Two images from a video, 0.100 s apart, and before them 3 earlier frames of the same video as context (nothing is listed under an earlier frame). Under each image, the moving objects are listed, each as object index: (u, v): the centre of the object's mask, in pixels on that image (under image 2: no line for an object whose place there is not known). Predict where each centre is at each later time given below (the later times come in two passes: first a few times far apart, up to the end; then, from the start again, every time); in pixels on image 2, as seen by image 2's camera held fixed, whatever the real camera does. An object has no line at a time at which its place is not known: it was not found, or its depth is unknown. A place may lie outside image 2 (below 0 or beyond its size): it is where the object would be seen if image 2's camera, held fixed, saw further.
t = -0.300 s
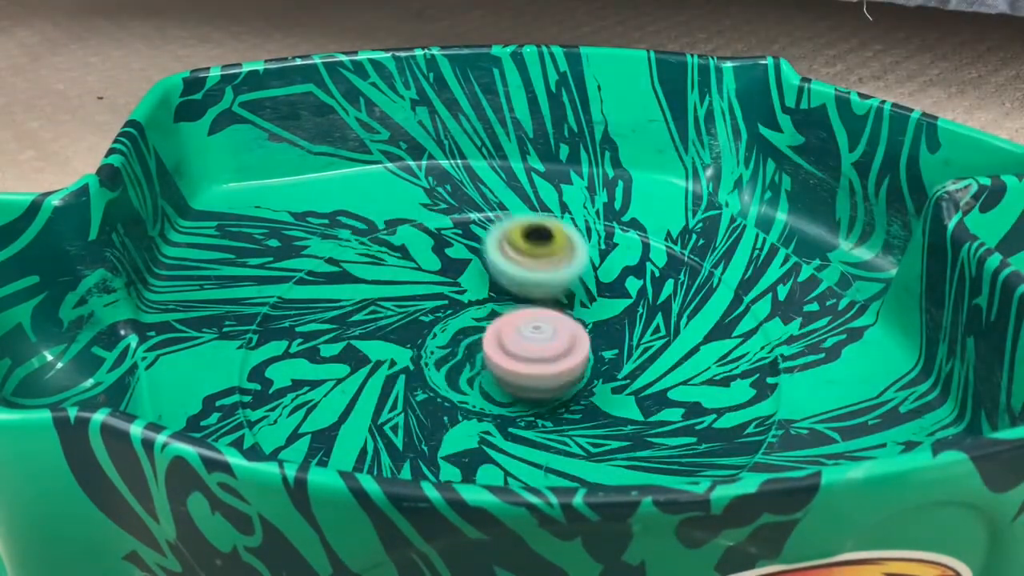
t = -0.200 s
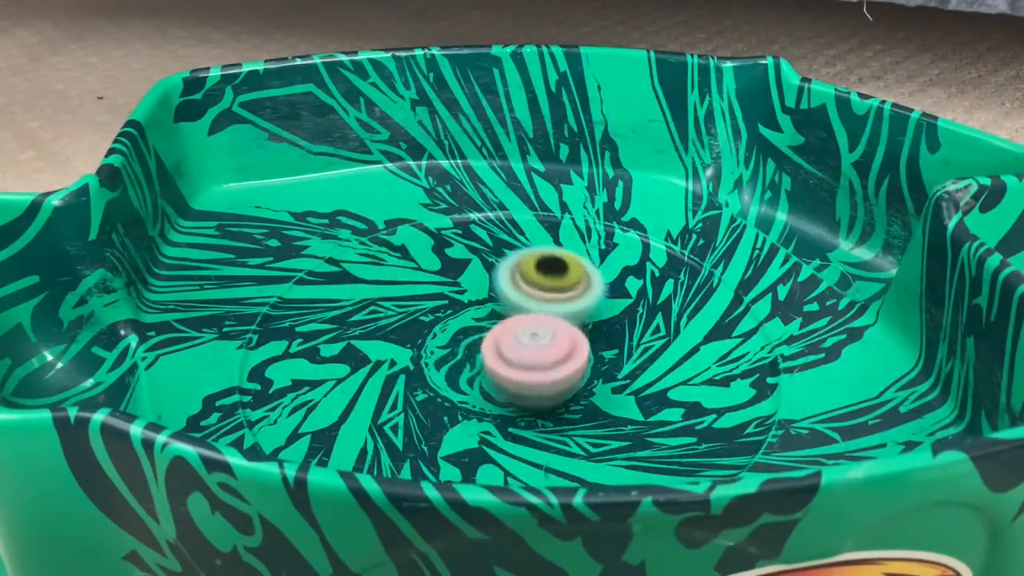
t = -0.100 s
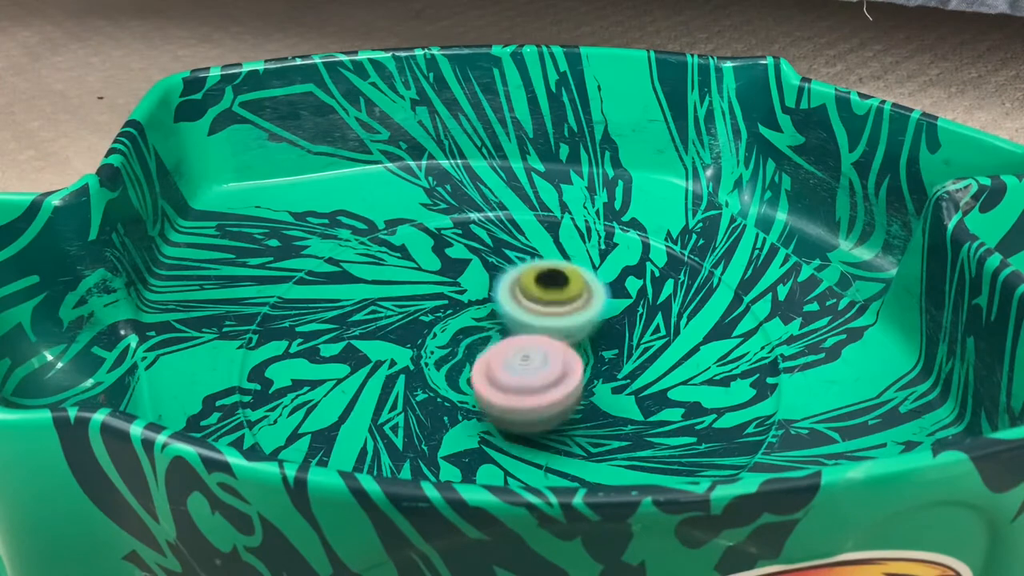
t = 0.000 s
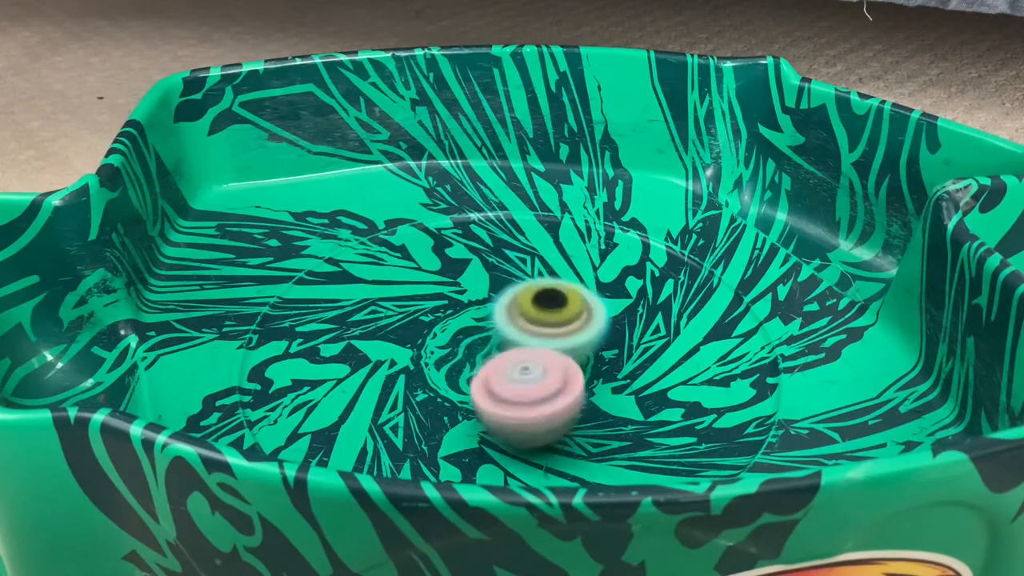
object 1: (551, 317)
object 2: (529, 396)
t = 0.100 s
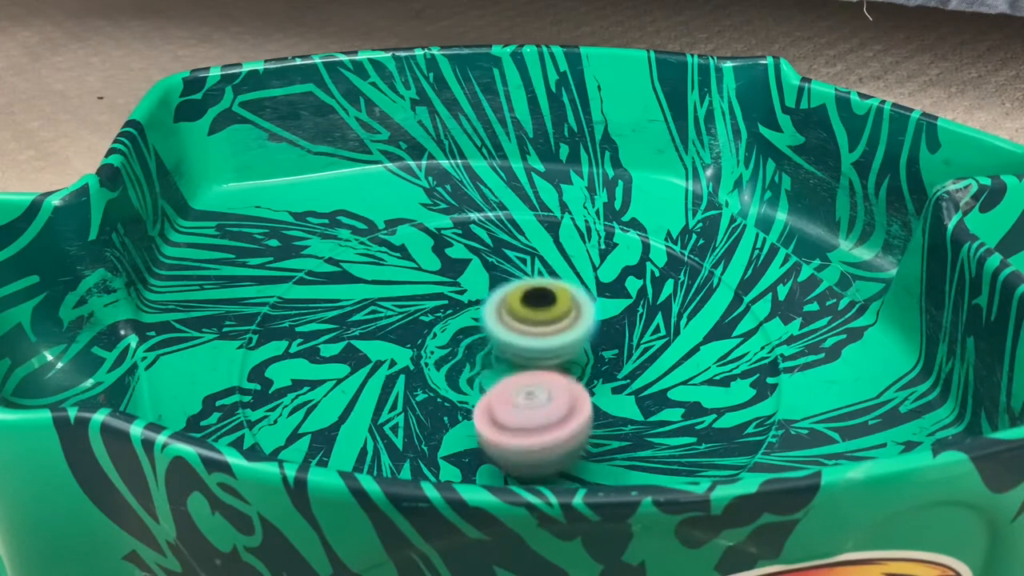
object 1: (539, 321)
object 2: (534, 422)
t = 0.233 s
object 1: (523, 318)
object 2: (544, 426)
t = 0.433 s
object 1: (510, 311)
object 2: (559, 400)
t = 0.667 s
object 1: (500, 290)
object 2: (547, 389)
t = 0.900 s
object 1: (523, 263)
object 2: (522, 386)
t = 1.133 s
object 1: (556, 288)
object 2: (496, 372)
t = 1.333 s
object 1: (619, 255)
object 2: (413, 422)
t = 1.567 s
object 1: (658, 280)
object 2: (459, 386)
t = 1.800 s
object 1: (651, 301)
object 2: (449, 372)
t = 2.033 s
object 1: (697, 309)
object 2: (352, 373)
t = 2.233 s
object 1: (626, 330)
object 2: (399, 362)
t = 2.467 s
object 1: (606, 274)
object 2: (361, 388)
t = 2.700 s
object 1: (709, 216)
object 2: (265, 413)
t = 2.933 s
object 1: (690, 244)
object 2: (432, 382)
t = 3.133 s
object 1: (653, 303)
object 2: (505, 340)
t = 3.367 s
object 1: (751, 367)
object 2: (264, 332)
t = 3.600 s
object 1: (615, 434)
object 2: (321, 337)
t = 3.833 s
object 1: (496, 433)
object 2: (444, 344)
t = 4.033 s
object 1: (418, 427)
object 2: (516, 339)
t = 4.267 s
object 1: (339, 410)
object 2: (535, 326)
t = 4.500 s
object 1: (313, 366)
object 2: (541, 309)
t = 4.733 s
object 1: (353, 324)
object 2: (568, 309)
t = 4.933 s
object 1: (393, 294)
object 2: (586, 328)
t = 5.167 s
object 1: (438, 261)
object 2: (572, 358)
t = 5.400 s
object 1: (481, 235)
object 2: (505, 366)
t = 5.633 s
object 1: (539, 232)
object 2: (461, 337)
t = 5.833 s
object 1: (577, 260)
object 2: (489, 308)
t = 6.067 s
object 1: (745, 247)
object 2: (383, 399)
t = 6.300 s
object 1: (806, 272)
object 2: (377, 417)
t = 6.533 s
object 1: (709, 334)
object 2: (451, 383)
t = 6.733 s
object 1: (612, 374)
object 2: (392, 340)
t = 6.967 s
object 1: (611, 380)
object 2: (272, 285)
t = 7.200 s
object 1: (595, 359)
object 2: (381, 305)
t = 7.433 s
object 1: (616, 344)
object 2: (426, 322)
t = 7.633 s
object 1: (686, 331)
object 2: (385, 305)
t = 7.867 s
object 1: (651, 324)
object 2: (444, 319)
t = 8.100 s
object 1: (597, 311)
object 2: (376, 338)
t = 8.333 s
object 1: (583, 313)
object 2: (346, 333)
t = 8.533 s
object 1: (575, 327)
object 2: (410, 336)
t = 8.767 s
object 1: (583, 350)
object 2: (458, 343)
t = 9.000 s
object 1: (629, 353)
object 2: (461, 346)
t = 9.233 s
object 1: (676, 328)
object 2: (476, 340)
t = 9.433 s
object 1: (632, 311)
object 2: (502, 342)
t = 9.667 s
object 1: (616, 283)
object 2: (434, 358)
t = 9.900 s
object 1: (620, 278)
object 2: (439, 350)
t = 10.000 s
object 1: (610, 284)
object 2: (452, 348)
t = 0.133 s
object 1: (536, 321)
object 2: (536, 426)
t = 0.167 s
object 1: (531, 320)
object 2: (539, 428)
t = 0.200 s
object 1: (527, 319)
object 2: (541, 428)
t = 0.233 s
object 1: (523, 318)
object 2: (544, 426)
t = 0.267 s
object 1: (519, 317)
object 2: (547, 423)
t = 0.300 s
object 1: (515, 316)
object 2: (550, 419)
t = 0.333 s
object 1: (512, 315)
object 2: (554, 415)
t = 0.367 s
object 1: (511, 313)
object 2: (556, 410)
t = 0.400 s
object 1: (511, 312)
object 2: (558, 405)
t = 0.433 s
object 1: (510, 311)
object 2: (559, 400)
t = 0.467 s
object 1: (510, 309)
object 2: (558, 395)
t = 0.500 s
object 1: (510, 308)
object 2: (556, 390)
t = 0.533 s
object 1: (510, 307)
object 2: (553, 385)
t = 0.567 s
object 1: (510, 305)
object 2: (549, 380)
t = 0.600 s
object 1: (506, 302)
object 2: (548, 382)
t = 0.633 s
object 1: (503, 297)
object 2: (549, 386)
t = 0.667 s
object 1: (500, 290)
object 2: (547, 389)
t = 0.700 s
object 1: (498, 284)
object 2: (545, 391)
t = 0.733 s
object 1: (499, 278)
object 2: (541, 392)
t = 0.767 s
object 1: (502, 273)
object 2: (537, 393)
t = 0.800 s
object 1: (506, 268)
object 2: (533, 392)
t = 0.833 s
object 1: (510, 265)
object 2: (529, 391)
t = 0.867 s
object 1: (516, 264)
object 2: (526, 389)
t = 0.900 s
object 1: (523, 263)
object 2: (522, 386)
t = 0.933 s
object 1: (531, 265)
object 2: (519, 383)
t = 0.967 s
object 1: (538, 268)
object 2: (516, 379)
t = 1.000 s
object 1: (543, 272)
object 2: (514, 376)
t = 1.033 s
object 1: (548, 278)
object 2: (512, 372)
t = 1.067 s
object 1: (550, 284)
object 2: (511, 367)
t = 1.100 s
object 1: (550, 290)
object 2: (509, 365)
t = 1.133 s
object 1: (556, 288)
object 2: (496, 372)
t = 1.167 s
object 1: (568, 276)
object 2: (473, 388)
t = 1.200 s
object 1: (578, 268)
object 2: (455, 401)
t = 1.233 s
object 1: (589, 262)
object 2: (439, 411)
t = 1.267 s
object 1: (599, 259)
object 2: (426, 418)
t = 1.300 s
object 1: (608, 256)
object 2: (418, 422)
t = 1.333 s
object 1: (619, 255)
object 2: (413, 422)
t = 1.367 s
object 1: (627, 254)
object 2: (413, 421)
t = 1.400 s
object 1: (637, 254)
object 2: (415, 417)
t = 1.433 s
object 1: (646, 257)
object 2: (421, 412)
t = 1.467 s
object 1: (652, 261)
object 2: (429, 406)
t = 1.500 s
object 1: (657, 266)
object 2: (439, 400)
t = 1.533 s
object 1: (659, 273)
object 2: (449, 392)
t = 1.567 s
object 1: (658, 280)
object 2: (459, 386)
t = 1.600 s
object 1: (654, 288)
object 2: (470, 379)
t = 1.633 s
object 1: (648, 296)
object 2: (481, 373)
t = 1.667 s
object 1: (638, 305)
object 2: (492, 368)
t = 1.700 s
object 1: (627, 312)
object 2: (503, 364)
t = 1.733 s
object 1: (615, 318)
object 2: (510, 359)
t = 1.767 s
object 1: (633, 310)
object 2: (479, 366)
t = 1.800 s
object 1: (651, 301)
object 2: (449, 372)
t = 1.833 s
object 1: (665, 296)
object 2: (423, 376)
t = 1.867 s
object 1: (676, 295)
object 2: (399, 378)
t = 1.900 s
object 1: (685, 295)
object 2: (378, 379)
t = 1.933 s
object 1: (692, 297)
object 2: (364, 377)
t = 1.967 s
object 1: (697, 300)
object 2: (355, 376)
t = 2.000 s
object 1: (699, 305)
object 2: (352, 374)
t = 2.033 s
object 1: (697, 309)
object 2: (352, 373)
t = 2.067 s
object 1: (692, 314)
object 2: (355, 370)
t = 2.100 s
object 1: (683, 319)
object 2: (361, 368)
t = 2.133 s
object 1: (672, 324)
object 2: (369, 366)
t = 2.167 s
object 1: (658, 327)
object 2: (378, 365)
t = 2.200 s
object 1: (643, 329)
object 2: (388, 364)
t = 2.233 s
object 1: (626, 330)
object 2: (399, 362)
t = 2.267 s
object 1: (610, 330)
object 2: (410, 362)
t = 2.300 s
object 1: (594, 329)
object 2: (421, 361)
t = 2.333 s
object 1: (579, 327)
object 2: (431, 360)
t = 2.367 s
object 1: (565, 325)
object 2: (441, 358)
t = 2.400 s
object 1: (555, 321)
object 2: (444, 359)
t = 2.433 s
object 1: (582, 296)
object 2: (401, 374)
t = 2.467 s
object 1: (606, 274)
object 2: (361, 388)
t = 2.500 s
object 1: (628, 252)
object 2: (320, 404)
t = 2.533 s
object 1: (646, 233)
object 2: (287, 411)
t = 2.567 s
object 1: (661, 219)
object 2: (267, 411)
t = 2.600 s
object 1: (678, 214)
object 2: (257, 412)
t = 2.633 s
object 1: (693, 215)
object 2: (253, 413)
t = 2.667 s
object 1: (702, 216)
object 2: (255, 412)
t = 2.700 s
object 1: (709, 216)
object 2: (265, 413)
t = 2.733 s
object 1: (712, 218)
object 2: (280, 415)
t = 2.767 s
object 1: (713, 219)
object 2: (305, 416)
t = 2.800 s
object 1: (711, 220)
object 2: (329, 411)
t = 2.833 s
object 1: (708, 222)
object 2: (356, 406)
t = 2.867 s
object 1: (703, 224)
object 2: (383, 399)
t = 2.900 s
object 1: (695, 230)
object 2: (408, 391)
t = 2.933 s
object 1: (690, 244)
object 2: (432, 382)
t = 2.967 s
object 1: (686, 258)
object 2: (454, 374)
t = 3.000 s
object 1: (679, 271)
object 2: (474, 366)
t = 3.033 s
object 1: (668, 283)
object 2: (492, 358)
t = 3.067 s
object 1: (654, 294)
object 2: (509, 351)
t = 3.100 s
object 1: (641, 304)
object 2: (524, 343)
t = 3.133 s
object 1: (653, 303)
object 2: (505, 340)
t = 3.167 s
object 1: (688, 296)
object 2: (456, 338)
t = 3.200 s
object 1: (721, 290)
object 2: (412, 339)
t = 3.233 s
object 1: (745, 285)
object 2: (370, 339)
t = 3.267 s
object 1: (756, 293)
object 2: (335, 337)
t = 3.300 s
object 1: (759, 315)
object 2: (304, 336)
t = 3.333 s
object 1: (758, 342)
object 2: (281, 333)
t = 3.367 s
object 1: (751, 367)
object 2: (264, 332)
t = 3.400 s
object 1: (739, 391)
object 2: (256, 330)
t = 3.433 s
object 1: (723, 409)
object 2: (256, 330)
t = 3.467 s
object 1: (701, 420)
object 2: (264, 330)
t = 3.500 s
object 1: (677, 426)
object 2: (275, 331)
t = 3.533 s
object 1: (654, 431)
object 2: (289, 333)
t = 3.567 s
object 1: (634, 433)
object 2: (305, 335)
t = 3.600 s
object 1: (615, 434)
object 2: (321, 337)
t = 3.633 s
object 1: (599, 434)
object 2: (339, 340)
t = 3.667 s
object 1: (581, 435)
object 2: (357, 341)
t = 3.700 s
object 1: (562, 436)
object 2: (375, 343)
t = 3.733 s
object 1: (545, 436)
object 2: (393, 344)
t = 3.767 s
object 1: (528, 435)
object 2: (411, 347)
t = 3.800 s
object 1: (512, 433)
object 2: (428, 347)
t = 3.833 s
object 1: (496, 433)
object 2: (444, 344)
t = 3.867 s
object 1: (482, 433)
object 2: (460, 341)
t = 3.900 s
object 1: (469, 431)
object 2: (475, 340)
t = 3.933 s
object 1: (457, 430)
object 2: (489, 340)
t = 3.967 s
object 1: (443, 430)
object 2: (500, 341)
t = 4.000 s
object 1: (430, 428)
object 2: (509, 342)
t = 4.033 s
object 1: (418, 427)
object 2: (516, 339)
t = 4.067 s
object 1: (405, 425)
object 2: (523, 338)
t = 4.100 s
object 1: (392, 423)
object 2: (528, 335)
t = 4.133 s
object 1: (380, 421)
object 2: (532, 334)
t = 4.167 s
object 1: (370, 419)
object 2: (534, 332)
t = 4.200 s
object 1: (360, 416)
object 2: (535, 330)
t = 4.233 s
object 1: (350, 413)
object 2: (535, 328)
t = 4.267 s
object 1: (339, 410)
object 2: (535, 326)
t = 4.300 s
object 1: (329, 406)
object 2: (535, 323)
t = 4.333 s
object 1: (322, 400)
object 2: (534, 321)
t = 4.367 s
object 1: (316, 394)
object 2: (534, 318)
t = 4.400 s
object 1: (312, 387)
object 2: (535, 315)
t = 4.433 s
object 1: (310, 379)
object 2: (536, 312)
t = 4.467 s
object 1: (310, 373)
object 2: (538, 310)
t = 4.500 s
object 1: (313, 366)
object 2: (541, 309)
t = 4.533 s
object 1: (316, 359)
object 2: (544, 307)
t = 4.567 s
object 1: (320, 353)
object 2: (548, 306)
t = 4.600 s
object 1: (326, 347)
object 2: (552, 305)
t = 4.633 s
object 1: (331, 341)
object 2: (556, 306)
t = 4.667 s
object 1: (338, 335)
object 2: (560, 306)
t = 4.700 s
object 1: (346, 329)
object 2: (564, 307)
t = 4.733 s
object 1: (353, 324)
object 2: (568, 309)
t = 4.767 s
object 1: (360, 319)
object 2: (572, 311)
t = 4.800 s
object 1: (366, 315)
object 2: (576, 313)
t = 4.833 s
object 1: (373, 309)
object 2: (579, 317)
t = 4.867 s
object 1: (380, 304)
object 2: (581, 319)
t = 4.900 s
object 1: (386, 299)
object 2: (584, 323)
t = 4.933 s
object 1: (393, 294)
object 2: (586, 328)
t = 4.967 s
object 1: (400, 289)
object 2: (588, 332)
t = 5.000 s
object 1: (406, 285)
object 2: (588, 336)
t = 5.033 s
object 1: (412, 280)
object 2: (588, 340)
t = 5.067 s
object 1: (418, 275)
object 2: (586, 344)
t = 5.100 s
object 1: (424, 270)
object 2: (583, 349)
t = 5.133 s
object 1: (432, 265)
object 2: (578, 354)
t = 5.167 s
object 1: (438, 261)
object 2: (572, 358)
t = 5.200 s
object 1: (444, 257)
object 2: (565, 362)
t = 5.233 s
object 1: (449, 253)
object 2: (557, 364)
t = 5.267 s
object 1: (454, 248)
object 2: (548, 365)
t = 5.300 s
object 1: (461, 244)
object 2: (537, 367)
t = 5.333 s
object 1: (466, 241)
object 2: (526, 368)
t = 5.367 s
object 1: (475, 237)
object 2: (515, 368)
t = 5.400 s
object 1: (481, 235)
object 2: (505, 366)
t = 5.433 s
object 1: (488, 231)
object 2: (495, 366)
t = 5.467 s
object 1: (497, 229)
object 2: (486, 363)
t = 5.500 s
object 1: (505, 228)
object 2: (478, 359)
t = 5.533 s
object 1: (513, 228)
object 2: (471, 354)
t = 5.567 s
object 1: (522, 228)
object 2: (466, 350)
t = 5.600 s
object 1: (532, 230)
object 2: (462, 344)
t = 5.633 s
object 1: (539, 232)
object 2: (461, 337)
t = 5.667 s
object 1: (547, 236)
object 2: (461, 331)
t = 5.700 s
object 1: (555, 240)
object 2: (463, 326)
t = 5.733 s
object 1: (561, 244)
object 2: (467, 321)
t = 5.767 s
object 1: (567, 249)
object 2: (473, 315)
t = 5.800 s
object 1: (573, 255)
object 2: (480, 311)
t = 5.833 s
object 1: (577, 260)
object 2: (489, 308)
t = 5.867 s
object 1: (582, 264)
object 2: (499, 308)
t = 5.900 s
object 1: (604, 259)
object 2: (486, 319)
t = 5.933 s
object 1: (635, 251)
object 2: (462, 332)
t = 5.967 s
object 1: (665, 245)
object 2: (439, 354)
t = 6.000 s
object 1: (697, 242)
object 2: (418, 364)
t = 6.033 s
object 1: (722, 242)
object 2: (400, 384)
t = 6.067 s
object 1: (745, 247)
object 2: (383, 399)
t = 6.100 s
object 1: (767, 250)
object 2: (372, 409)
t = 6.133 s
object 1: (784, 253)
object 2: (364, 416)
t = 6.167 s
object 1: (796, 257)
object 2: (359, 421)
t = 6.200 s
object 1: (805, 260)
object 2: (359, 421)
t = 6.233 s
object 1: (808, 264)
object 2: (361, 421)
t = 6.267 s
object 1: (808, 268)
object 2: (368, 419)
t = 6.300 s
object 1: (806, 272)
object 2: (377, 417)
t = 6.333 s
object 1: (801, 278)
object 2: (387, 413)
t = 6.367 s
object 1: (792, 283)
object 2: (397, 407)
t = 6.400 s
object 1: (782, 288)
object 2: (408, 402)
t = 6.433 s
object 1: (773, 293)
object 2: (419, 398)
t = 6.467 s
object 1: (754, 306)
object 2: (430, 392)
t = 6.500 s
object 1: (733, 320)
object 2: (441, 387)
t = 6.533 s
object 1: (709, 334)
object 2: (451, 383)
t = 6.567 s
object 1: (682, 346)
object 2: (460, 380)
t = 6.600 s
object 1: (651, 354)
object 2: (469, 375)
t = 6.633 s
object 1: (618, 362)
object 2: (476, 369)
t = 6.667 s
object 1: (603, 369)
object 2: (463, 360)
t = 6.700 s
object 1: (611, 370)
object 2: (426, 350)
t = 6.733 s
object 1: (612, 374)
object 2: (392, 340)
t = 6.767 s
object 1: (612, 378)
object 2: (361, 331)
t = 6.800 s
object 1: (611, 380)
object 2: (334, 320)
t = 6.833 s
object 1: (608, 381)
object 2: (309, 311)
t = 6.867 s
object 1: (608, 381)
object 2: (289, 301)
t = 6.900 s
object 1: (609, 381)
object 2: (272, 293)
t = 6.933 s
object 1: (611, 381)
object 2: (267, 285)
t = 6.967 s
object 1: (611, 380)
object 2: (272, 285)
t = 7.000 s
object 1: (612, 379)
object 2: (285, 286)
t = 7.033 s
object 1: (611, 377)
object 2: (301, 288)
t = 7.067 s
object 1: (608, 374)
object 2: (317, 291)
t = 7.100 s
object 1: (606, 371)
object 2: (332, 294)
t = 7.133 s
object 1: (602, 366)
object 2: (349, 297)
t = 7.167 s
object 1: (599, 363)
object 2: (365, 302)
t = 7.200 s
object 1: (595, 359)
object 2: (381, 305)
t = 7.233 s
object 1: (590, 356)
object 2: (396, 309)
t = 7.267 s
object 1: (586, 354)
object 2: (412, 315)
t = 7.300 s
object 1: (580, 351)
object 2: (427, 318)
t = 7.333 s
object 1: (576, 349)
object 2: (439, 321)
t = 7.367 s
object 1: (570, 347)
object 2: (450, 326)
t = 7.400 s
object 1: (584, 344)
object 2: (448, 324)
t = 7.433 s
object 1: (616, 344)
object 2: (426, 322)
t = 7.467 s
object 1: (645, 343)
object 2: (407, 318)
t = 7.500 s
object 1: (665, 340)
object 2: (393, 314)
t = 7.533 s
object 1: (679, 337)
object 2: (386, 311)
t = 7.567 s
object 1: (686, 335)
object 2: (382, 308)
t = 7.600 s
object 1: (688, 332)
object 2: (381, 306)
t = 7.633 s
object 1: (686, 331)
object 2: (385, 305)
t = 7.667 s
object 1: (685, 331)
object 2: (391, 305)
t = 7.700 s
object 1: (683, 330)
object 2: (397, 304)
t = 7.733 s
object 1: (681, 328)
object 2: (406, 306)
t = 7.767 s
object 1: (678, 327)
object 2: (416, 309)
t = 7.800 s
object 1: (673, 326)
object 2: (423, 311)
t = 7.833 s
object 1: (665, 325)
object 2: (433, 315)
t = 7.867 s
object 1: (651, 324)
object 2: (444, 319)
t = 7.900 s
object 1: (634, 325)
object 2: (451, 322)
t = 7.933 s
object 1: (614, 324)
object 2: (459, 326)
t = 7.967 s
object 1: (593, 325)
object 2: (467, 331)
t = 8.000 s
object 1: (586, 321)
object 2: (456, 331)
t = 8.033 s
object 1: (592, 316)
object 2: (428, 337)
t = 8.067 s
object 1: (597, 312)
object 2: (401, 339)
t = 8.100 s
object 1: (597, 311)
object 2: (376, 338)
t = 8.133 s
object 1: (595, 311)
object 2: (354, 338)
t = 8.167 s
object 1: (594, 311)
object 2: (339, 338)
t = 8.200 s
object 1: (596, 311)
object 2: (332, 336)
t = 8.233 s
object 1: (596, 311)
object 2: (331, 335)
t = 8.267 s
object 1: (590, 311)
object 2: (333, 334)
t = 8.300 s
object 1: (585, 311)
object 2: (339, 334)
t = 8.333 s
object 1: (583, 313)
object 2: (346, 333)
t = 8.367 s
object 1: (582, 315)
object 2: (356, 333)
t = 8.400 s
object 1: (582, 318)
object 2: (366, 334)
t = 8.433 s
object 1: (583, 319)
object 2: (378, 334)
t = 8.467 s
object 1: (580, 321)
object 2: (389, 335)
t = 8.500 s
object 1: (577, 324)
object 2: (399, 335)
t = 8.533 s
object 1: (575, 327)
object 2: (410, 336)
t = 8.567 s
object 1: (576, 331)
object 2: (421, 338)
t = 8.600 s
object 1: (576, 335)
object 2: (428, 338)
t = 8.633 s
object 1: (573, 340)
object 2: (436, 339)
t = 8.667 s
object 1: (576, 343)
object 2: (443, 341)
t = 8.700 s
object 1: (581, 346)
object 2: (448, 341)
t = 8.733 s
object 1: (583, 348)
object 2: (454, 343)
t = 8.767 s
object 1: (583, 350)
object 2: (458, 343)
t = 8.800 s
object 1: (587, 352)
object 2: (461, 345)
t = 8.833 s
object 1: (590, 354)
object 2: (466, 347)
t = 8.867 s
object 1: (593, 355)
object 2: (470, 347)
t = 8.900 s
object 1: (596, 355)
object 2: (475, 349)
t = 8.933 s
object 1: (599, 356)
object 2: (478, 349)
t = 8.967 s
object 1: (619, 356)
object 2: (469, 347)
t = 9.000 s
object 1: (629, 353)
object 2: (461, 346)
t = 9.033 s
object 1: (643, 351)
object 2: (459, 345)
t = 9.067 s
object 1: (656, 348)
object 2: (459, 343)
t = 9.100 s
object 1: (662, 345)
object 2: (460, 342)
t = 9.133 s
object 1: (669, 341)
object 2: (464, 342)
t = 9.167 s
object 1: (676, 335)
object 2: (467, 340)
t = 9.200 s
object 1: (681, 332)
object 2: (471, 341)
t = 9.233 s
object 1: (676, 328)
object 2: (476, 340)
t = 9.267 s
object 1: (670, 326)
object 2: (480, 340)
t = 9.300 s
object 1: (665, 321)
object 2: (485, 341)
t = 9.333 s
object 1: (664, 316)
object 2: (489, 340)
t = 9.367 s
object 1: (655, 312)
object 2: (494, 341)
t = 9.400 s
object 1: (643, 313)
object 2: (499, 343)
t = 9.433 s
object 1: (632, 311)
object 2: (502, 342)
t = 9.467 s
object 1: (624, 309)
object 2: (506, 343)
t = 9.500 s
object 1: (610, 306)
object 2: (506, 342)
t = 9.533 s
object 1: (615, 298)
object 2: (486, 347)
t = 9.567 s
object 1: (613, 292)
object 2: (468, 352)
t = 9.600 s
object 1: (610, 288)
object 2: (452, 355)
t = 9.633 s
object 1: (611, 286)
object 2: (442, 357)
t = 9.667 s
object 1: (616, 283)
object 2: (434, 358)
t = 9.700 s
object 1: (622, 278)
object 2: (429, 358)
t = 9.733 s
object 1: (623, 277)
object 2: (427, 357)
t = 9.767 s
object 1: (625, 277)
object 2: (426, 356)
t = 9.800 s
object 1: (625, 275)
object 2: (428, 354)
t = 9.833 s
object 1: (623, 275)
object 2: (430, 353)
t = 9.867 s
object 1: (624, 276)
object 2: (434, 351)
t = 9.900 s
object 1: (620, 278)
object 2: (439, 350)
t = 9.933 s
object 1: (613, 282)
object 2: (443, 349)
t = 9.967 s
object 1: (611, 281)
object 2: (449, 348)
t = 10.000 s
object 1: (610, 284)
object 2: (452, 348)
